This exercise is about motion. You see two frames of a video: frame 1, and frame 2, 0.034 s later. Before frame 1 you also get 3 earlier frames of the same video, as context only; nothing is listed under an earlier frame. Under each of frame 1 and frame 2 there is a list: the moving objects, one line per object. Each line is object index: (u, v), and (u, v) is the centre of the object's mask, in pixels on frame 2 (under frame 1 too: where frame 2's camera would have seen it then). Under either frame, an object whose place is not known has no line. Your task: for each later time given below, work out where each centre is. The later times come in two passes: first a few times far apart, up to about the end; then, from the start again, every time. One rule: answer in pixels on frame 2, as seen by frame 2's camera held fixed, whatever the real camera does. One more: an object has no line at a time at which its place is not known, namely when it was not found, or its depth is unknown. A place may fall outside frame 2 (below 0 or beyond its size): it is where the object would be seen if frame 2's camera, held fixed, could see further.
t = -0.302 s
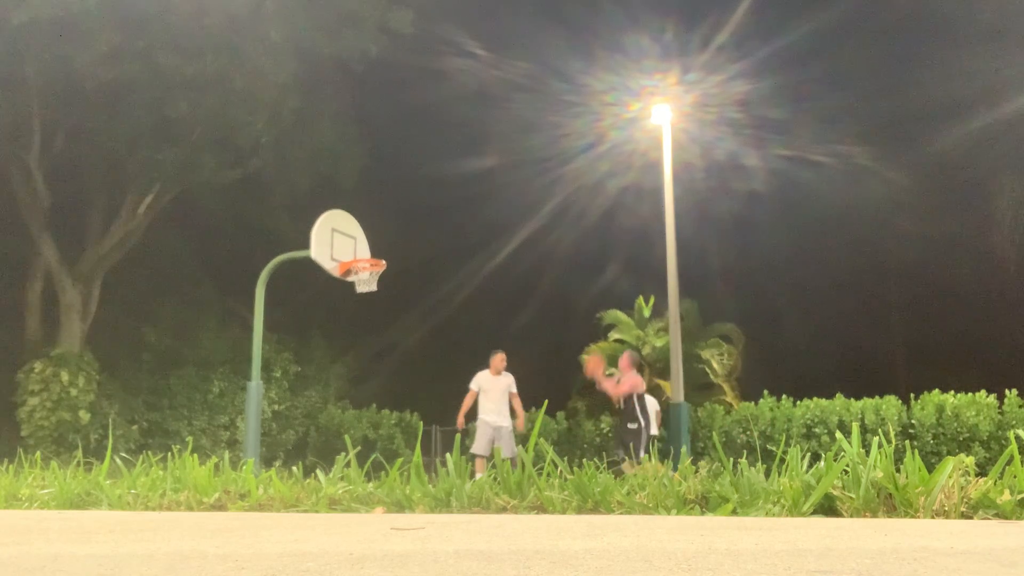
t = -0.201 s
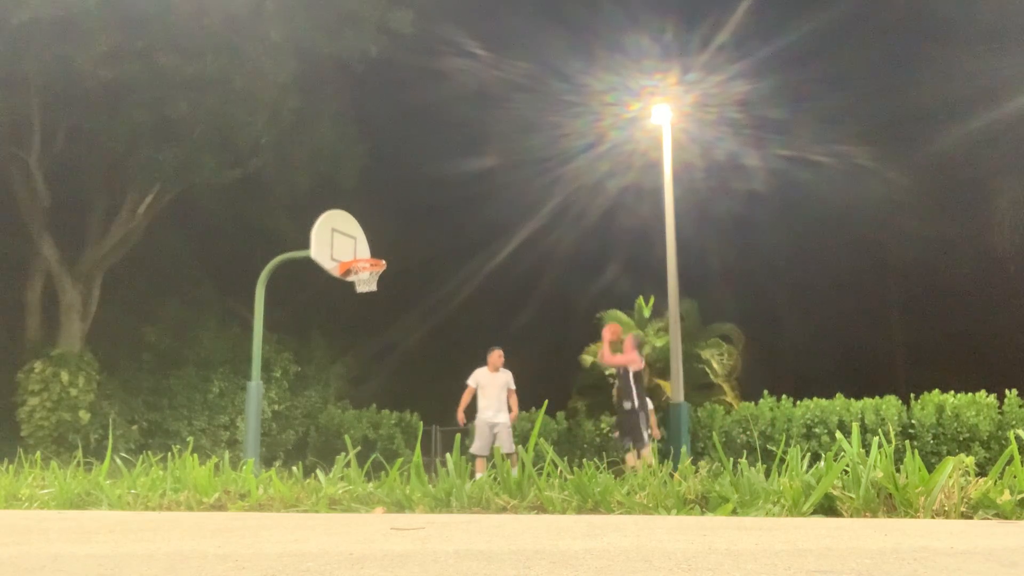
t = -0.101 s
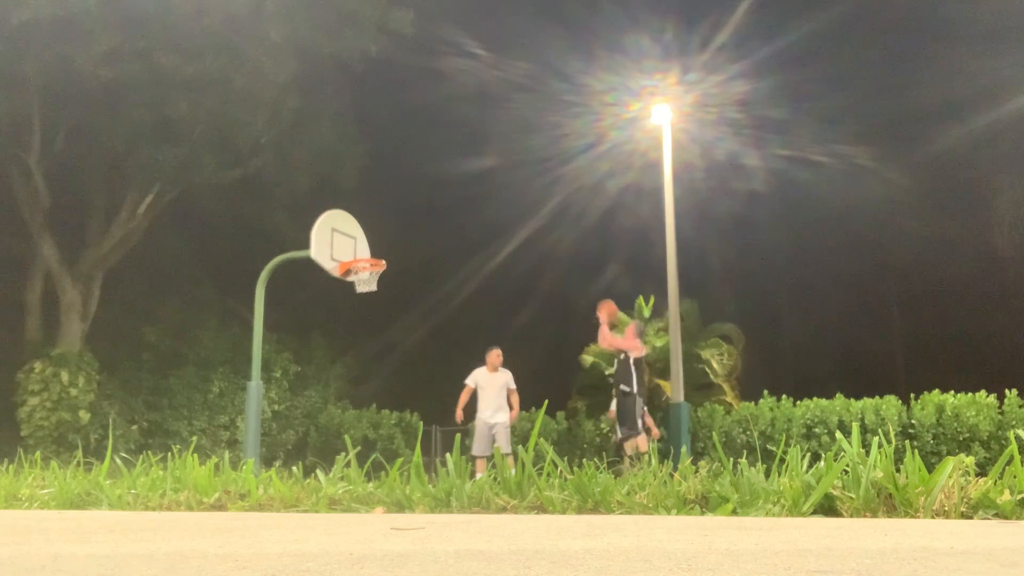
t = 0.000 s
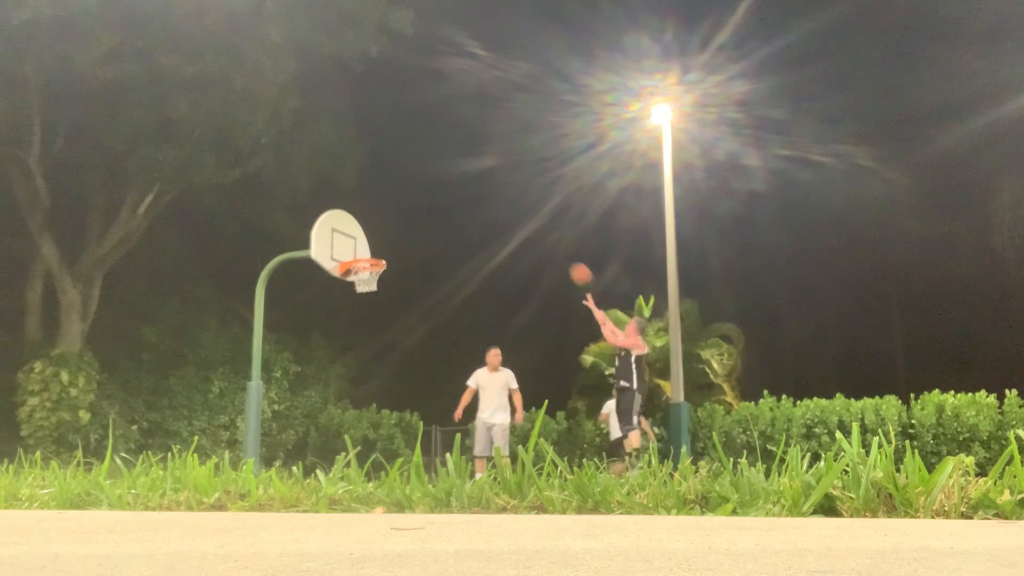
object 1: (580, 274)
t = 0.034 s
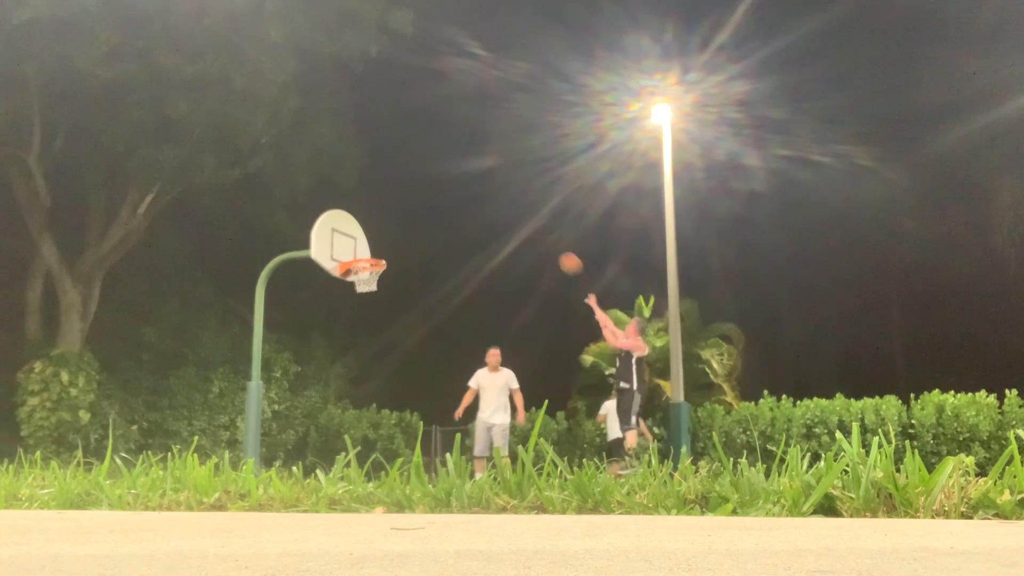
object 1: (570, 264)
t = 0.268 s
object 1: (500, 215)
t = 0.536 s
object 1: (427, 209)
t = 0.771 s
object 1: (369, 245)
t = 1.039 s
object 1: (367, 226)
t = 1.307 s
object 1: (387, 235)
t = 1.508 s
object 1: (402, 274)
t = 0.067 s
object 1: (560, 254)
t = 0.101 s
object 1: (550, 245)
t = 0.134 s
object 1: (540, 237)
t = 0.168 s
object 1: (529, 230)
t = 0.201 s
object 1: (519, 224)
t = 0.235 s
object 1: (510, 219)
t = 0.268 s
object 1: (500, 215)
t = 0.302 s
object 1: (491, 211)
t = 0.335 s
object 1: (481, 209)
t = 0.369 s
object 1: (472, 206)
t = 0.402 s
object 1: (463, 206)
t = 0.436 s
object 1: (454, 205)
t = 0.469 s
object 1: (445, 206)
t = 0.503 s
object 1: (436, 207)
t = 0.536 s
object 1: (427, 209)
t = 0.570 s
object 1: (418, 212)
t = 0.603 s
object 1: (410, 216)
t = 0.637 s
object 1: (401, 220)
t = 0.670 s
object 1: (392, 225)
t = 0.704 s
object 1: (384, 231)
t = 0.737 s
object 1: (376, 238)
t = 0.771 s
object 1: (369, 245)
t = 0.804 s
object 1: (357, 253)
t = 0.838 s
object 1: (354, 252)
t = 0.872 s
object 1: (354, 246)
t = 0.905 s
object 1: (357, 240)
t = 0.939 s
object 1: (359, 235)
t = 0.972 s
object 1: (362, 232)
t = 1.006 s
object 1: (365, 228)
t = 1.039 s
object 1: (367, 226)
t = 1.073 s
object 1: (370, 225)
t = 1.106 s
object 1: (372, 224)
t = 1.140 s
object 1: (375, 224)
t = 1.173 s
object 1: (377, 224)
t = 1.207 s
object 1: (380, 226)
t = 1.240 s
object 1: (382, 228)
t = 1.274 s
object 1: (385, 231)
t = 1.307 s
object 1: (387, 235)
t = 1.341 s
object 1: (390, 239)
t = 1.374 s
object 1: (392, 245)
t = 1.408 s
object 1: (395, 251)
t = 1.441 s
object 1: (397, 257)
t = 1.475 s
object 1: (400, 265)
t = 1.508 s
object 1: (402, 274)
